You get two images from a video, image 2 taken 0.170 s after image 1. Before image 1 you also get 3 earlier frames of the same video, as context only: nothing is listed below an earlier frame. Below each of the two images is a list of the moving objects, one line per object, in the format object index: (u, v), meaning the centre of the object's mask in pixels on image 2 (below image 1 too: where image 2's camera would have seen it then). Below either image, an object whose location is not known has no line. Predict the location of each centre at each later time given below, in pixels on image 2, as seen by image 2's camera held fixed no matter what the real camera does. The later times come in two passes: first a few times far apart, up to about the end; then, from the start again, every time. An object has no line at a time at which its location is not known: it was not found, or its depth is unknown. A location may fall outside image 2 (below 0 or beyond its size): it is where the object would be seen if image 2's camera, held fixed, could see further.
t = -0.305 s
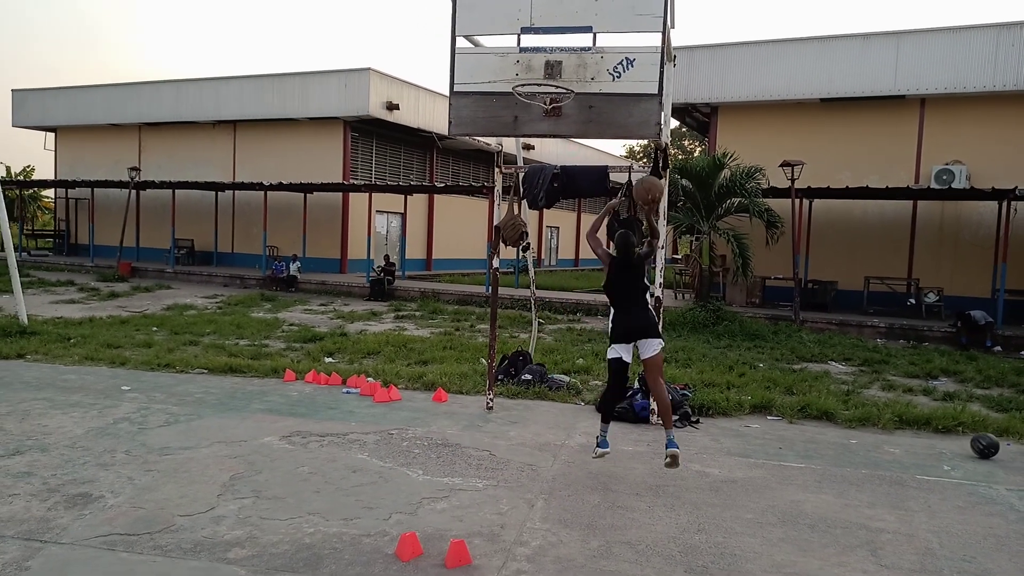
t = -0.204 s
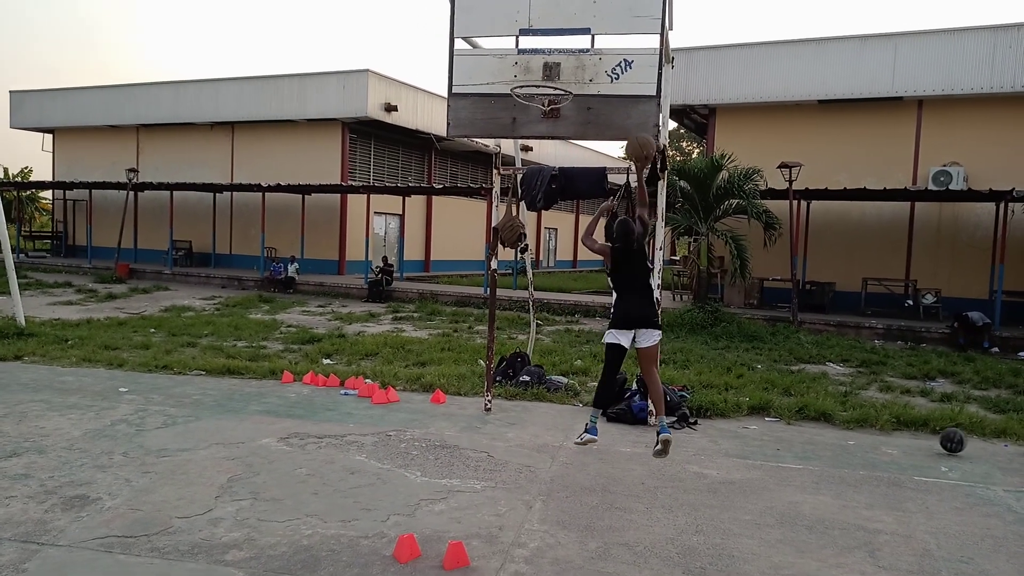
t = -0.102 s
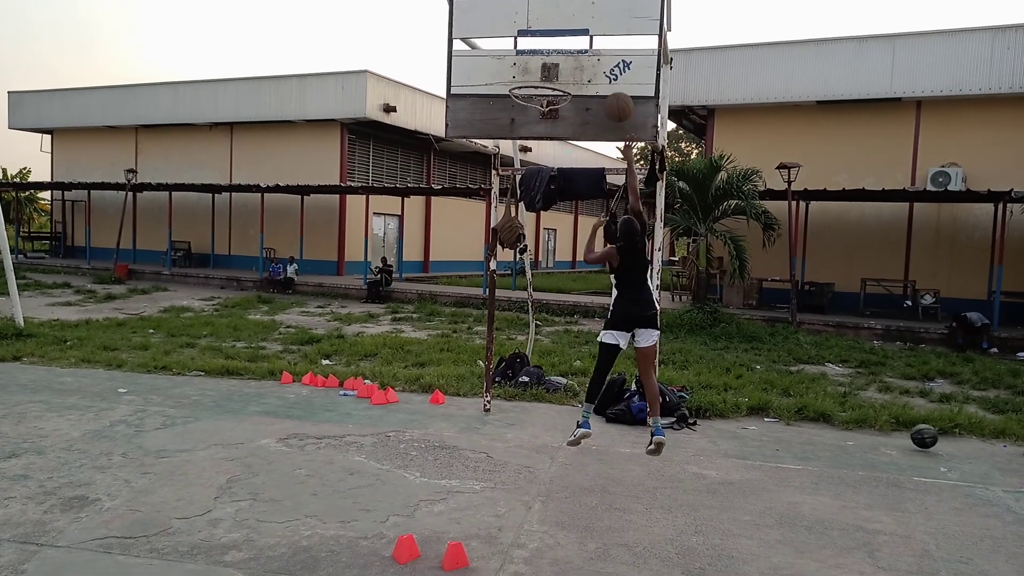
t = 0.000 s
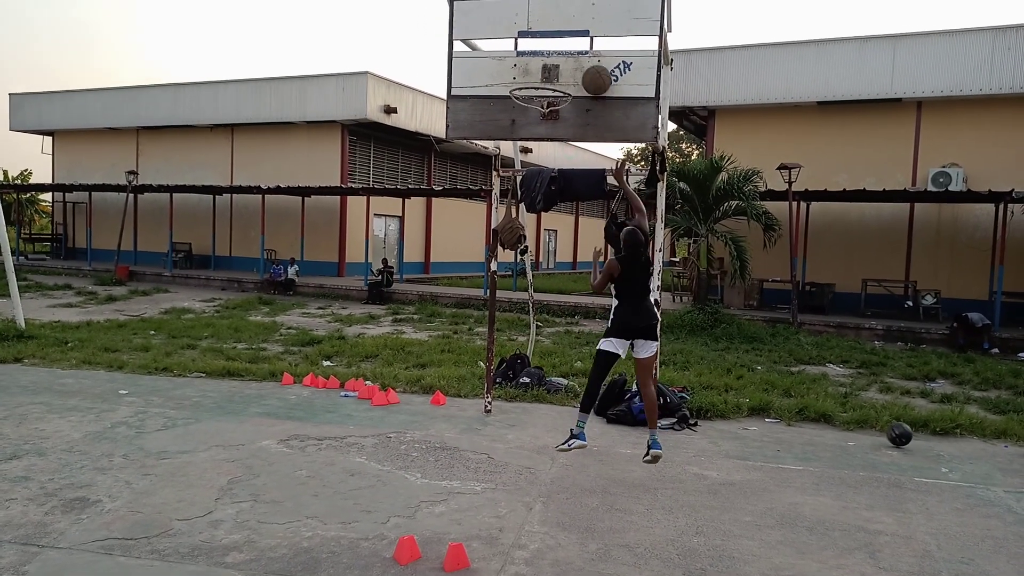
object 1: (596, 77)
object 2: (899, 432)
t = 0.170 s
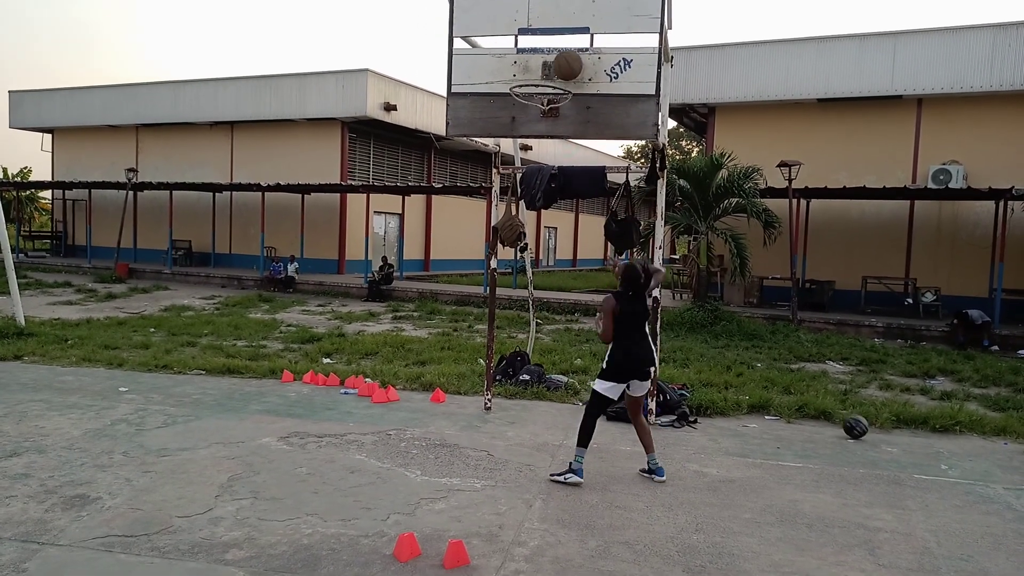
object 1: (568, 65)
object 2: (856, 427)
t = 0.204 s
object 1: (562, 67)
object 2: (847, 424)
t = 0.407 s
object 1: (529, 105)
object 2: (800, 419)
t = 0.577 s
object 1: (501, 169)
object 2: (763, 412)
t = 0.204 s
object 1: (562, 67)
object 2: (847, 424)
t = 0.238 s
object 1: (556, 70)
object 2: (839, 423)
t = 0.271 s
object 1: (551, 75)
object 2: (831, 423)
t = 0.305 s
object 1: (545, 82)
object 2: (823, 422)
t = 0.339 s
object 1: (540, 90)
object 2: (816, 420)
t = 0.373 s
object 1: (534, 97)
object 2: (808, 419)
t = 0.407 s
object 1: (529, 105)
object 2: (800, 419)
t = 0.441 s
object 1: (524, 115)
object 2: (792, 417)
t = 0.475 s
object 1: (518, 126)
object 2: (785, 415)
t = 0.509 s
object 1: (512, 138)
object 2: (778, 415)
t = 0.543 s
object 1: (507, 153)
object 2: (770, 414)
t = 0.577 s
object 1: (501, 169)
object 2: (763, 412)
